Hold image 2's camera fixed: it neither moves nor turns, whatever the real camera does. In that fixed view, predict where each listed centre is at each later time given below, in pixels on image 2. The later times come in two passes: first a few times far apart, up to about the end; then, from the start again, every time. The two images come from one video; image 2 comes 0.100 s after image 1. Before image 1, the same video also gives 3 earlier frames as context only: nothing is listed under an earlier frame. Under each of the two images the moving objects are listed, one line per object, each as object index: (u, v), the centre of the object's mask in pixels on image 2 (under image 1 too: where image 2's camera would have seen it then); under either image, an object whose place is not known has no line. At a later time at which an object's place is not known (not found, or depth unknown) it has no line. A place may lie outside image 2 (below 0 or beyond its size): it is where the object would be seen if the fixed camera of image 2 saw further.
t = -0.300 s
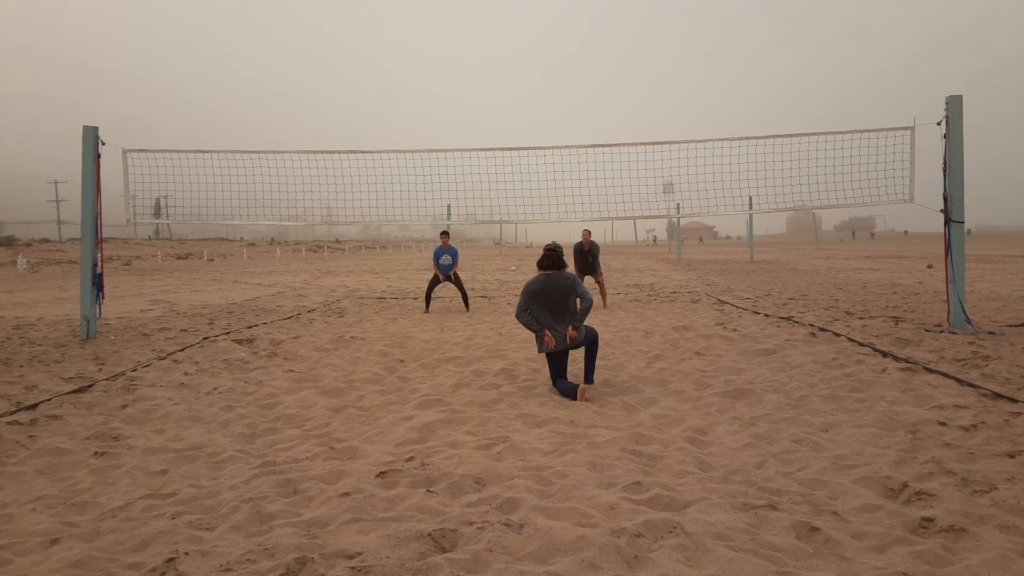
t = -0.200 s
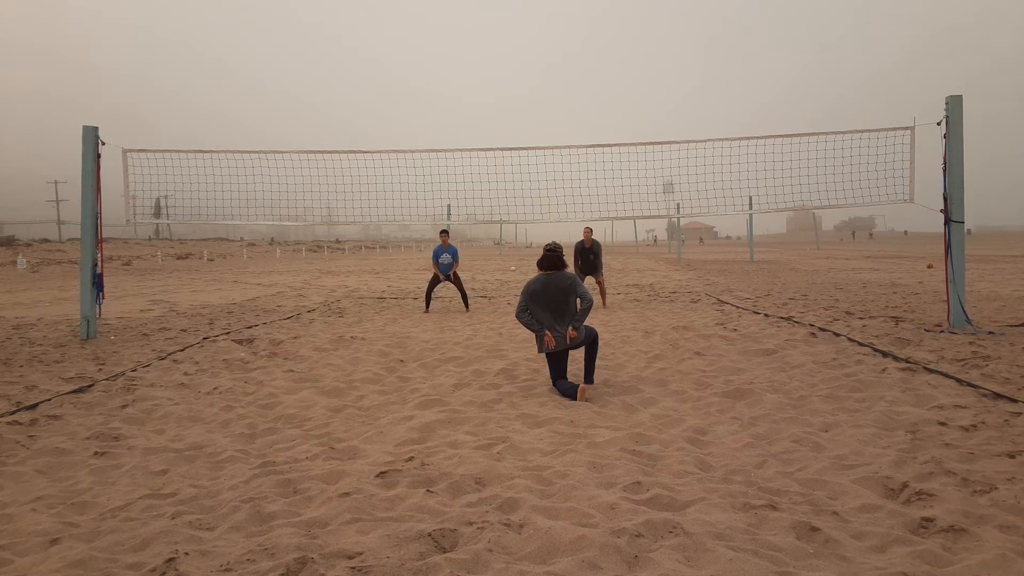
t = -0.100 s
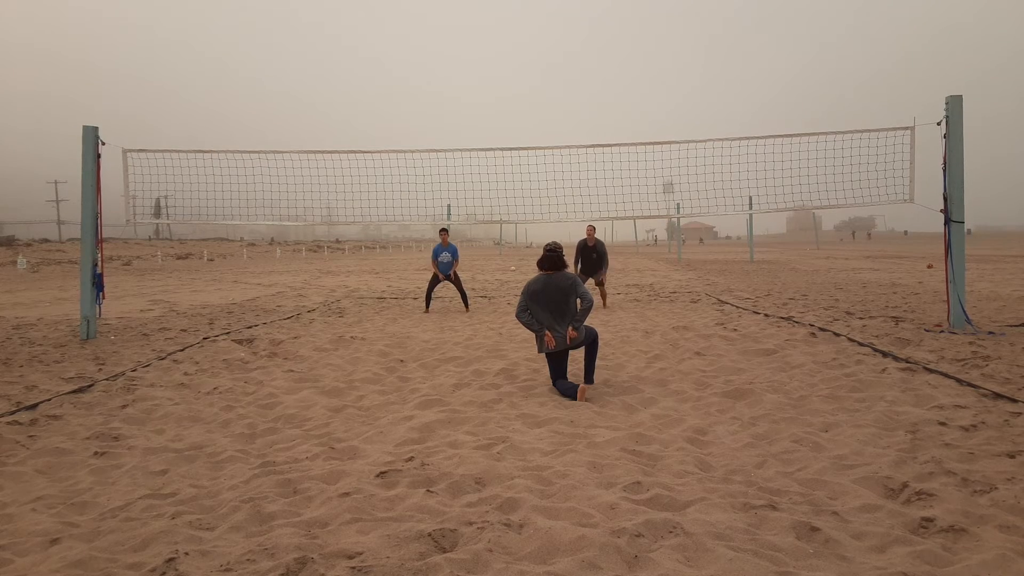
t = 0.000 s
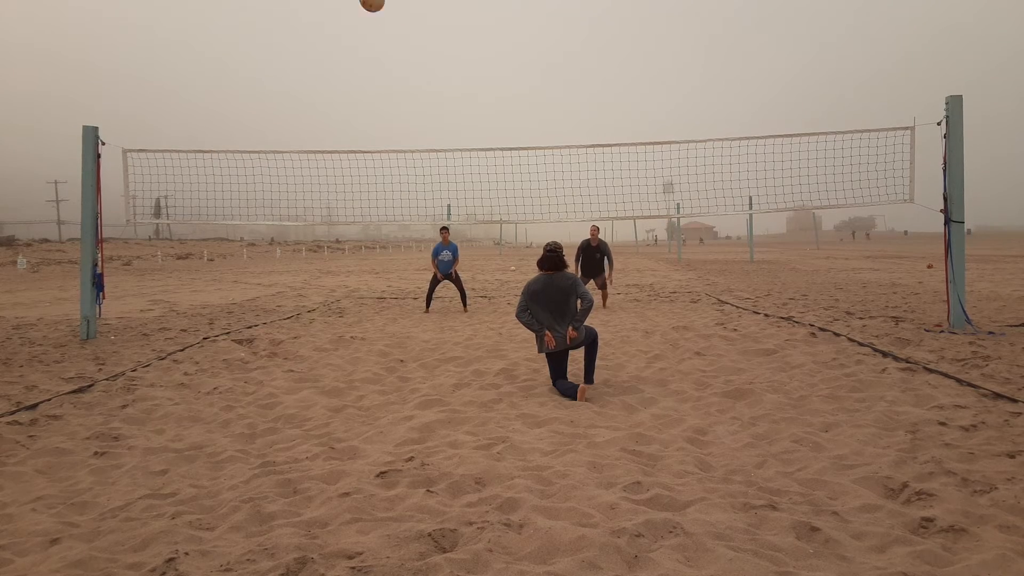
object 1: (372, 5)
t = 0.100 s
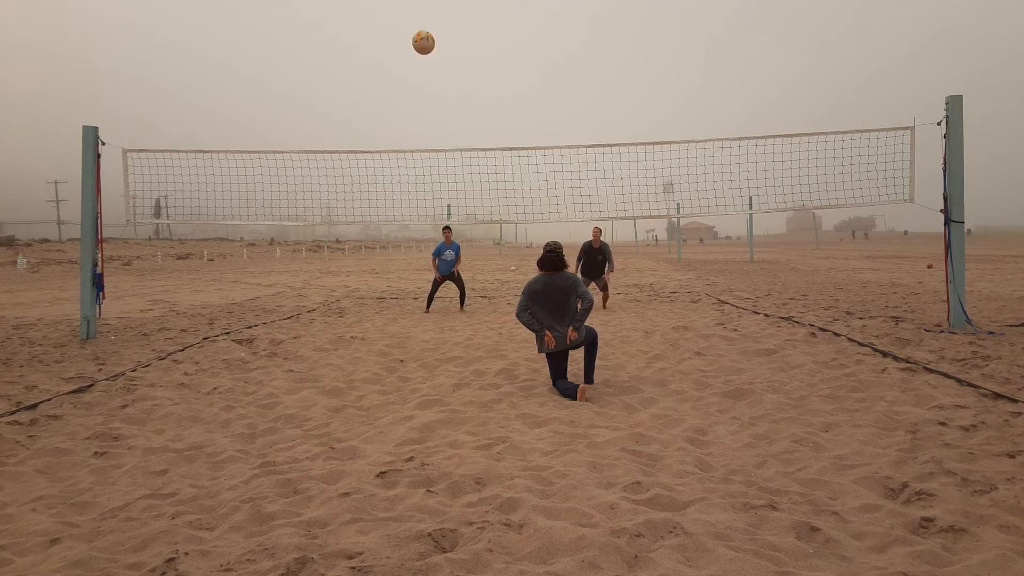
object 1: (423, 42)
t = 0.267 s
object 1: (485, 114)
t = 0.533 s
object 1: (524, 188)
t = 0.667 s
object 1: (533, 207)
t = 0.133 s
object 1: (438, 57)
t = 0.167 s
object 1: (451, 71)
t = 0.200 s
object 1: (463, 85)
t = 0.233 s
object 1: (475, 100)
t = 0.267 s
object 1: (485, 114)
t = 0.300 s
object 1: (495, 128)
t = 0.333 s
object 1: (504, 142)
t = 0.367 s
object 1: (509, 152)
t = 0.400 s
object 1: (512, 158)
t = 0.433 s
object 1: (515, 164)
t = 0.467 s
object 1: (518, 171)
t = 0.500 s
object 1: (521, 179)
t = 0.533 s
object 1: (524, 188)
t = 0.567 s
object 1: (528, 196)
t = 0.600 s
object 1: (530, 202)
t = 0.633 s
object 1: (531, 205)
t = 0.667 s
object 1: (533, 207)
